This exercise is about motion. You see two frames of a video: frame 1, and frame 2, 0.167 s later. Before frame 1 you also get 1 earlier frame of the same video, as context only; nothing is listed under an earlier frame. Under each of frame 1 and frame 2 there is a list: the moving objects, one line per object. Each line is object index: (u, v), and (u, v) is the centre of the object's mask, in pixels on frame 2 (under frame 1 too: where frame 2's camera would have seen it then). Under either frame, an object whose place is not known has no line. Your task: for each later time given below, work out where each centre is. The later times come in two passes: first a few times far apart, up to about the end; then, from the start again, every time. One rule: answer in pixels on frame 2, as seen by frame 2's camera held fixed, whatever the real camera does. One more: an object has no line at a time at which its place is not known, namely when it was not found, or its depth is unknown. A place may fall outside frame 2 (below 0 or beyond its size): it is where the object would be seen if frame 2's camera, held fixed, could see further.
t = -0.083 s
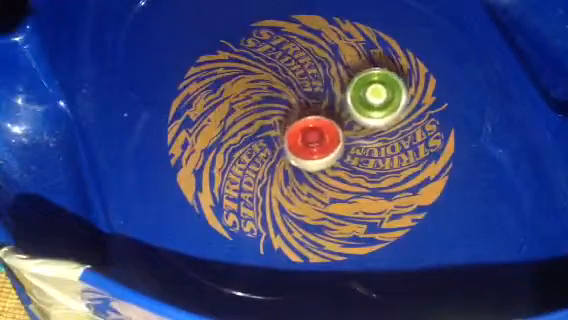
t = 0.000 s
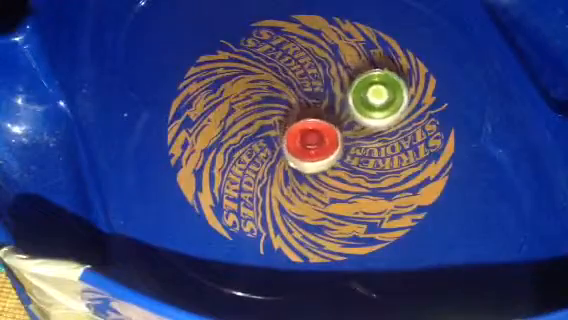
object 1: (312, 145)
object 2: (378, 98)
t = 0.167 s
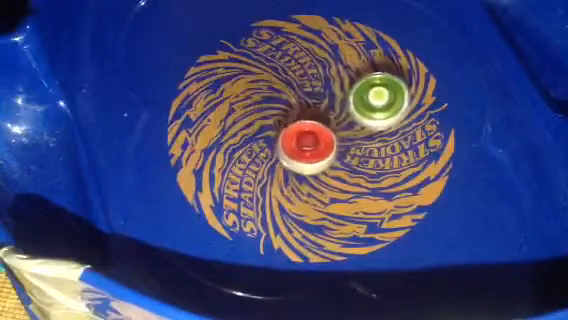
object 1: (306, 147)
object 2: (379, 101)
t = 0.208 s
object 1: (305, 146)
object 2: (378, 101)
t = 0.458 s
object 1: (299, 139)
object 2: (375, 106)
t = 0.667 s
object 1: (300, 128)
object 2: (369, 106)
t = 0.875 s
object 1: (305, 117)
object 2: (367, 102)
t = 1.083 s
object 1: (302, 111)
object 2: (376, 96)
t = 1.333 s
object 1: (311, 109)
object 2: (382, 91)
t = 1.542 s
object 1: (319, 110)
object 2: (387, 90)
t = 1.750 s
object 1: (325, 113)
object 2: (389, 91)
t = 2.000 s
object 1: (326, 118)
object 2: (388, 95)
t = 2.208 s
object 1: (321, 120)
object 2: (384, 97)
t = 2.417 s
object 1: (315, 120)
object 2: (378, 96)
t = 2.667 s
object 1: (310, 115)
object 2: (372, 91)
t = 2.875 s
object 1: (308, 109)
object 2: (372, 84)
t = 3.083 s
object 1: (311, 104)
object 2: (375, 79)
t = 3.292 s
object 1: (316, 102)
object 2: (379, 77)
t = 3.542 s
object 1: (323, 102)
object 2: (383, 78)
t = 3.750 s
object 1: (326, 106)
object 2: (383, 81)
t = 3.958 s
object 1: (324, 110)
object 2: (380, 84)
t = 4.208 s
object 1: (317, 113)
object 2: (372, 83)
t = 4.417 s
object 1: (311, 112)
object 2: (367, 79)
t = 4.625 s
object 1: (307, 110)
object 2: (365, 74)
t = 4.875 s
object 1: (306, 105)
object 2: (368, 68)
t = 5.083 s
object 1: (309, 103)
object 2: (372, 66)
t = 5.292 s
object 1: (314, 102)
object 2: (375, 67)
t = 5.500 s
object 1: (318, 104)
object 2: (376, 70)
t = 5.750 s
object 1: (321, 109)
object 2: (371, 74)
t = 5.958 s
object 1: (319, 112)
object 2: (366, 74)
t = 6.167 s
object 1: (315, 114)
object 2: (360, 71)
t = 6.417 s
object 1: (309, 113)
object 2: (358, 65)
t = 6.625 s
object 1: (307, 110)
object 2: (359, 61)
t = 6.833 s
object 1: (308, 107)
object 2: (363, 60)
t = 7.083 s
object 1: (313, 105)
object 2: (366, 61)
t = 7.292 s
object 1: (317, 105)
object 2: (365, 64)
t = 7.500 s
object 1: (320, 107)
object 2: (361, 67)
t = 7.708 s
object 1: (321, 110)
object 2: (356, 67)
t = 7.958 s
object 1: (318, 113)
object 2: (350, 63)
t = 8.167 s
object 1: (313, 112)
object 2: (349, 59)
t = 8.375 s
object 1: (310, 111)
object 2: (351, 56)
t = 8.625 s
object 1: (309, 107)
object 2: (354, 56)
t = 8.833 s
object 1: (312, 105)
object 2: (355, 58)
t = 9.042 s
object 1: (315, 105)
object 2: (354, 62)
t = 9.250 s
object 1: (318, 106)
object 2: (351, 63)
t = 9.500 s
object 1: (315, 111)
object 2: (346, 62)
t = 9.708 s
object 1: (311, 114)
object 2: (343, 59)
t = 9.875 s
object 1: (307, 114)
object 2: (343, 56)
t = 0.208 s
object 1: (305, 146)
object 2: (378, 101)
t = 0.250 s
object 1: (304, 146)
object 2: (378, 102)
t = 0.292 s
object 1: (303, 145)
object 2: (378, 103)
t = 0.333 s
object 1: (301, 143)
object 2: (377, 104)
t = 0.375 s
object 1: (300, 142)
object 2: (376, 105)
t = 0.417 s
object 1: (299, 140)
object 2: (376, 106)
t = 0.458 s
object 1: (299, 139)
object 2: (375, 106)
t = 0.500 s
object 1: (299, 137)
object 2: (374, 106)
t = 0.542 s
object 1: (298, 134)
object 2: (373, 107)
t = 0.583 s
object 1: (299, 132)
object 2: (371, 107)
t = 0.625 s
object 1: (299, 130)
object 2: (370, 106)
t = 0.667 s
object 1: (300, 128)
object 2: (369, 106)
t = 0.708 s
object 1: (301, 126)
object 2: (368, 106)
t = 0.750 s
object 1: (302, 124)
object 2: (367, 105)
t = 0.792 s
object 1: (304, 121)
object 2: (366, 104)
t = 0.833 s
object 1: (306, 119)
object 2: (365, 104)
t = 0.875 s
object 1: (305, 117)
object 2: (367, 102)
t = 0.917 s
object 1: (306, 116)
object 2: (367, 102)
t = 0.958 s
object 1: (306, 114)
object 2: (367, 101)
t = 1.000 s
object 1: (301, 113)
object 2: (373, 98)
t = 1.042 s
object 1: (301, 112)
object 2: (375, 97)
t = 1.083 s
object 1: (302, 111)
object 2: (376, 96)
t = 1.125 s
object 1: (303, 110)
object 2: (377, 95)
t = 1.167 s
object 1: (305, 110)
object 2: (378, 93)
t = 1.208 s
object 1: (306, 109)
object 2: (378, 93)
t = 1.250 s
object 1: (308, 109)
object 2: (379, 92)
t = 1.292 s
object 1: (309, 109)
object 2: (380, 91)
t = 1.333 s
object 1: (311, 109)
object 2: (382, 91)
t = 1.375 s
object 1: (313, 108)
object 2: (383, 90)
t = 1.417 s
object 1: (314, 109)
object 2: (384, 90)
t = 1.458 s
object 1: (316, 109)
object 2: (385, 90)
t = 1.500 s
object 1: (318, 109)
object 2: (386, 90)
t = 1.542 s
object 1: (319, 110)
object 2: (387, 90)
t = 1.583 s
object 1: (321, 110)
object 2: (387, 90)
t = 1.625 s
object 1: (322, 111)
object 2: (388, 90)
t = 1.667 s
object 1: (323, 112)
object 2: (388, 91)
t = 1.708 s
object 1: (324, 112)
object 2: (389, 91)
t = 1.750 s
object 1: (325, 113)
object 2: (389, 91)
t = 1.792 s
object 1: (325, 114)
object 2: (390, 92)
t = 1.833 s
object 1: (326, 115)
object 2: (390, 92)
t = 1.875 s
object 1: (326, 116)
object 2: (390, 93)
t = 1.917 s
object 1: (326, 116)
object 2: (389, 94)
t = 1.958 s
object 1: (326, 117)
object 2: (389, 94)
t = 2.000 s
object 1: (326, 118)
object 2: (388, 95)
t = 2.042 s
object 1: (325, 118)
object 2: (388, 96)
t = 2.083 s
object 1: (324, 119)
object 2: (387, 96)
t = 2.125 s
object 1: (323, 120)
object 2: (386, 97)
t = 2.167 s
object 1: (322, 120)
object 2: (385, 97)
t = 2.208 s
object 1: (321, 120)
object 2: (384, 97)
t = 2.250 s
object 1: (320, 120)
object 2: (383, 97)
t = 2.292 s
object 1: (319, 121)
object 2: (382, 97)
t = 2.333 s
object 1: (318, 120)
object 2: (381, 97)
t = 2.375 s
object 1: (317, 120)
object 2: (379, 97)
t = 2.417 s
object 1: (315, 120)
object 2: (378, 96)
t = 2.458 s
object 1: (314, 119)
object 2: (376, 95)
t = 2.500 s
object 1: (313, 118)
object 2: (375, 95)
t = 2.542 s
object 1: (312, 117)
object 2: (374, 94)
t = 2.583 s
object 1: (311, 117)
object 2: (373, 93)
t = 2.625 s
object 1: (310, 116)
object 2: (372, 92)
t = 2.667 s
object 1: (310, 115)
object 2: (372, 91)
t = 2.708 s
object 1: (309, 114)
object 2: (371, 89)
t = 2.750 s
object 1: (308, 112)
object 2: (371, 88)
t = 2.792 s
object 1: (308, 111)
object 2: (372, 87)
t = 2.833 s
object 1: (308, 110)
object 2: (372, 86)
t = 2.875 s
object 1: (308, 109)
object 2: (372, 84)
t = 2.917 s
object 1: (309, 108)
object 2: (372, 83)
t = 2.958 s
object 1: (309, 107)
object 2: (373, 82)
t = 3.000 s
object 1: (310, 106)
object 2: (373, 81)
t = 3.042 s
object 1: (311, 105)
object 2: (374, 80)
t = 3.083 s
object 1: (311, 104)
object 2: (375, 79)
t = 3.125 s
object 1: (312, 104)
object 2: (376, 79)
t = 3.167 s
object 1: (313, 103)
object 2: (377, 78)
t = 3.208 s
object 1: (314, 102)
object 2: (378, 78)
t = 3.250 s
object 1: (315, 102)
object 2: (378, 77)
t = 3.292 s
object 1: (316, 102)
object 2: (379, 77)
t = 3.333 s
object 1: (318, 101)
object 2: (381, 77)
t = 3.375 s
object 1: (319, 101)
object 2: (381, 77)
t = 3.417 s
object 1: (320, 101)
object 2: (382, 78)
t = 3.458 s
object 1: (321, 102)
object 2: (382, 78)
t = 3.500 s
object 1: (322, 102)
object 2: (383, 78)
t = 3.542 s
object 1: (323, 102)
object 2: (383, 78)
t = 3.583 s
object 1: (324, 103)
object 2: (383, 79)
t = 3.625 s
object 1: (325, 103)
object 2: (384, 79)
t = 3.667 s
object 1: (325, 104)
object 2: (384, 80)
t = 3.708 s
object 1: (325, 105)
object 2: (383, 81)
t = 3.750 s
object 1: (326, 106)
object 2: (383, 81)
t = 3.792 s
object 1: (325, 107)
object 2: (383, 82)
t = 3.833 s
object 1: (325, 107)
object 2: (382, 83)
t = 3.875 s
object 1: (325, 108)
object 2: (382, 83)
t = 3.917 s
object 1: (324, 109)
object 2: (381, 84)
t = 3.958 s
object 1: (324, 110)
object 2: (380, 84)
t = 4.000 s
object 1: (323, 110)
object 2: (379, 84)
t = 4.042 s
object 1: (322, 111)
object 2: (378, 84)
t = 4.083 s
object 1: (321, 112)
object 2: (376, 84)
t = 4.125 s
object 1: (320, 112)
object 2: (375, 84)
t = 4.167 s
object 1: (318, 112)
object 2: (373, 84)
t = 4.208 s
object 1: (317, 113)
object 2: (372, 83)
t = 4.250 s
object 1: (316, 113)
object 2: (372, 83)
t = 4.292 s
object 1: (315, 113)
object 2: (370, 82)
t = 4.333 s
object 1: (313, 113)
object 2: (369, 81)
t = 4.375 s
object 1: (312, 113)
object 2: (368, 80)
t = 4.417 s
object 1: (311, 112)
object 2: (367, 79)
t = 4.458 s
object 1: (310, 112)
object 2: (366, 78)
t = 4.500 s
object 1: (309, 112)
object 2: (365, 77)
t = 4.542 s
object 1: (308, 111)
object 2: (365, 76)
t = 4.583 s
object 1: (307, 111)
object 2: (365, 75)
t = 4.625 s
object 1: (307, 110)
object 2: (365, 74)
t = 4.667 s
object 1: (306, 109)
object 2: (365, 72)
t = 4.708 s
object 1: (305, 108)
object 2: (366, 71)
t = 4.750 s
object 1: (305, 107)
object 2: (366, 70)
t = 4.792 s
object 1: (305, 107)
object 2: (367, 69)
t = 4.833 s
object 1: (305, 106)
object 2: (368, 68)
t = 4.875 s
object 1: (306, 105)
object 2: (368, 68)
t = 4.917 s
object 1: (306, 105)
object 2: (369, 67)
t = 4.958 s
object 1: (307, 104)
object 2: (370, 67)
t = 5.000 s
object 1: (307, 104)
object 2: (370, 67)
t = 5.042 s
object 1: (308, 103)
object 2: (372, 66)
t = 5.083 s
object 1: (309, 103)
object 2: (372, 66)
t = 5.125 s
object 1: (310, 102)
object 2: (374, 66)
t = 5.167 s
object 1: (311, 102)
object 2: (374, 66)
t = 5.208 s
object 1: (312, 102)
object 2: (374, 67)
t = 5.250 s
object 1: (313, 102)
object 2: (375, 67)
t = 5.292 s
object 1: (314, 102)
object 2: (375, 67)
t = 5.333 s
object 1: (315, 102)
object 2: (376, 67)
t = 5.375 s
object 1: (316, 103)
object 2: (376, 68)
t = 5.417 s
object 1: (317, 103)
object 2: (376, 69)
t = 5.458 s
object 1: (318, 104)
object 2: (376, 70)
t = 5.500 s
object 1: (318, 104)
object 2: (376, 70)
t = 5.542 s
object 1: (319, 105)
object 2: (375, 71)
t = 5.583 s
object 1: (320, 106)
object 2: (375, 72)
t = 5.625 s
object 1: (321, 106)
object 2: (374, 73)
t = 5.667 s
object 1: (321, 107)
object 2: (373, 73)
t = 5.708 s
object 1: (321, 108)
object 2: (372, 74)
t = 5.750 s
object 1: (321, 109)
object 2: (371, 74)
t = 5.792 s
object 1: (321, 110)
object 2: (370, 74)
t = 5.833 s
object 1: (321, 110)
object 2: (369, 74)
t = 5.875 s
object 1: (321, 111)
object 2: (368, 74)
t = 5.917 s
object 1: (320, 112)
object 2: (367, 74)
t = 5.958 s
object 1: (319, 112)
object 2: (366, 74)
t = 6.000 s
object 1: (318, 113)
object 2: (365, 74)
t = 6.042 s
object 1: (318, 113)
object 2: (363, 73)
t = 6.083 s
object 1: (317, 114)
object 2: (362, 72)
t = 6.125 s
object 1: (316, 114)
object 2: (361, 71)
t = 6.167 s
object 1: (315, 114)
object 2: (360, 71)
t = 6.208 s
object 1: (314, 114)
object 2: (359, 70)
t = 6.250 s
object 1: (313, 114)
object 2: (359, 69)
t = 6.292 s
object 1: (312, 114)
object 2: (358, 68)
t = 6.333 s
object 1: (311, 114)
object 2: (358, 67)
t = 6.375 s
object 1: (310, 113)
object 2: (358, 66)
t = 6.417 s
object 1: (309, 113)
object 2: (358, 65)
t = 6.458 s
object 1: (309, 112)
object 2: (358, 64)
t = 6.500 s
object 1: (308, 112)
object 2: (358, 63)
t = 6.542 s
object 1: (308, 111)
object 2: (358, 62)
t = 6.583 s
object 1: (307, 110)
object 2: (359, 62)
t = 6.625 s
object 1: (307, 110)
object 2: (359, 61)
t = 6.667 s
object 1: (307, 109)
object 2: (360, 61)
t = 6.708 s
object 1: (307, 109)
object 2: (361, 60)
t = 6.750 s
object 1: (307, 108)
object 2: (362, 60)
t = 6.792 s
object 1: (308, 107)
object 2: (362, 60)
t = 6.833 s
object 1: (308, 107)
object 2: (363, 60)
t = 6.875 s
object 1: (309, 107)
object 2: (363, 60)
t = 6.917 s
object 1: (309, 106)
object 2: (364, 60)
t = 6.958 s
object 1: (310, 106)
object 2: (365, 60)
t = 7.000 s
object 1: (311, 105)
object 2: (365, 60)
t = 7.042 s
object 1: (312, 105)
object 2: (365, 61)
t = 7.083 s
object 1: (313, 105)
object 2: (366, 61)
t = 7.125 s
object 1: (314, 105)
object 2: (366, 62)
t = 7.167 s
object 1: (315, 105)
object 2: (366, 62)
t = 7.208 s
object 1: (315, 105)
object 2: (366, 63)
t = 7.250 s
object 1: (316, 105)
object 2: (366, 64)
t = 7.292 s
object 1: (317, 105)
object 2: (365, 64)
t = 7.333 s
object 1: (318, 105)
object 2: (365, 65)
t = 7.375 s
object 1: (318, 106)
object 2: (364, 65)
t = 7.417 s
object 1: (319, 106)
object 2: (363, 66)
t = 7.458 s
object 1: (320, 107)
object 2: (363, 66)
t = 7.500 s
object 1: (320, 107)
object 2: (361, 67)
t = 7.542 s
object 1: (321, 108)
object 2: (361, 67)
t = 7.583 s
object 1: (321, 109)
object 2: (360, 67)
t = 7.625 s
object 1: (321, 109)
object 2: (358, 67)
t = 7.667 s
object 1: (321, 110)
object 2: (357, 67)
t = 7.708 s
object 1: (321, 110)
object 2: (356, 67)
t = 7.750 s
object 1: (321, 111)
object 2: (355, 66)
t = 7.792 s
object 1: (320, 111)
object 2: (353, 66)
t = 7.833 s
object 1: (319, 112)
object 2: (352, 65)
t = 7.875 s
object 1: (319, 112)
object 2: (351, 65)
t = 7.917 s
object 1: (318, 113)
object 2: (350, 64)
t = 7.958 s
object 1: (318, 113)
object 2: (350, 63)
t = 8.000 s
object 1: (317, 113)
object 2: (349, 63)
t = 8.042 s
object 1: (315, 113)
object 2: (349, 62)
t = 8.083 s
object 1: (314, 113)
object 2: (349, 61)
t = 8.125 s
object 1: (314, 113)
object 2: (349, 60)
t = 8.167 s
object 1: (313, 112)
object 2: (349, 59)
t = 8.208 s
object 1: (312, 112)
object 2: (349, 58)
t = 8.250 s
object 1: (312, 112)
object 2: (350, 58)
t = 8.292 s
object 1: (311, 112)
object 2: (350, 57)
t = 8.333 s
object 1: (310, 111)
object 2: (350, 56)
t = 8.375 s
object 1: (310, 111)
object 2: (351, 56)
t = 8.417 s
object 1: (309, 110)
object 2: (351, 56)
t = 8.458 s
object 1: (309, 110)
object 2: (352, 56)
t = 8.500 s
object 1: (309, 109)
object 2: (352, 55)
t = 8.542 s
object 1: (309, 109)
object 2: (353, 56)
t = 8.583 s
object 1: (309, 108)
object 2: (353, 55)
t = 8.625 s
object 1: (309, 107)
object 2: (354, 56)
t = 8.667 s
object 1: (309, 107)
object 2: (354, 56)
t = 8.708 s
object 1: (310, 107)
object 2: (354, 56)
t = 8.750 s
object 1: (310, 106)
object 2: (355, 57)
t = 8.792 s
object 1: (311, 106)
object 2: (355, 57)
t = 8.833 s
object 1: (312, 105)
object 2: (355, 58)
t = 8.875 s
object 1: (312, 105)
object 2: (355, 59)
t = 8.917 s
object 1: (313, 105)
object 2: (355, 60)
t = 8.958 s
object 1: (313, 105)
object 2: (355, 60)
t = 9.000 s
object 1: (314, 105)
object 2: (355, 61)
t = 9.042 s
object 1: (315, 105)
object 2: (354, 62)
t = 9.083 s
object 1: (315, 105)
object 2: (354, 62)
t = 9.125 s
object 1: (316, 105)
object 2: (353, 63)
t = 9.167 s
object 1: (317, 105)
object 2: (353, 63)
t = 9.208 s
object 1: (317, 105)
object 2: (352, 63)
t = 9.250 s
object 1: (318, 106)
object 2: (351, 63)
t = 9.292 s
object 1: (318, 106)
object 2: (350, 63)
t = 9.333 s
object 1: (318, 107)
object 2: (350, 63)
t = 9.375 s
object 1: (317, 108)
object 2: (349, 63)
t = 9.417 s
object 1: (316, 109)
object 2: (348, 63)
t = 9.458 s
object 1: (316, 110)
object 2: (347, 62)
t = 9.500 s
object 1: (315, 111)
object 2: (346, 62)
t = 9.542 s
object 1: (315, 111)
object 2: (345, 62)
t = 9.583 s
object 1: (314, 112)
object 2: (344, 61)
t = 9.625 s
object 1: (314, 113)
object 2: (344, 61)
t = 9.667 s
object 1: (312, 113)
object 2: (344, 60)
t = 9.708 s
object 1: (311, 114)
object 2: (343, 59)
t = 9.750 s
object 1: (310, 114)
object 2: (343, 59)
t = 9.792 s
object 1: (309, 114)
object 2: (343, 58)
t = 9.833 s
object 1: (308, 114)
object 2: (343, 57)
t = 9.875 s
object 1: (307, 114)
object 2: (343, 56)
